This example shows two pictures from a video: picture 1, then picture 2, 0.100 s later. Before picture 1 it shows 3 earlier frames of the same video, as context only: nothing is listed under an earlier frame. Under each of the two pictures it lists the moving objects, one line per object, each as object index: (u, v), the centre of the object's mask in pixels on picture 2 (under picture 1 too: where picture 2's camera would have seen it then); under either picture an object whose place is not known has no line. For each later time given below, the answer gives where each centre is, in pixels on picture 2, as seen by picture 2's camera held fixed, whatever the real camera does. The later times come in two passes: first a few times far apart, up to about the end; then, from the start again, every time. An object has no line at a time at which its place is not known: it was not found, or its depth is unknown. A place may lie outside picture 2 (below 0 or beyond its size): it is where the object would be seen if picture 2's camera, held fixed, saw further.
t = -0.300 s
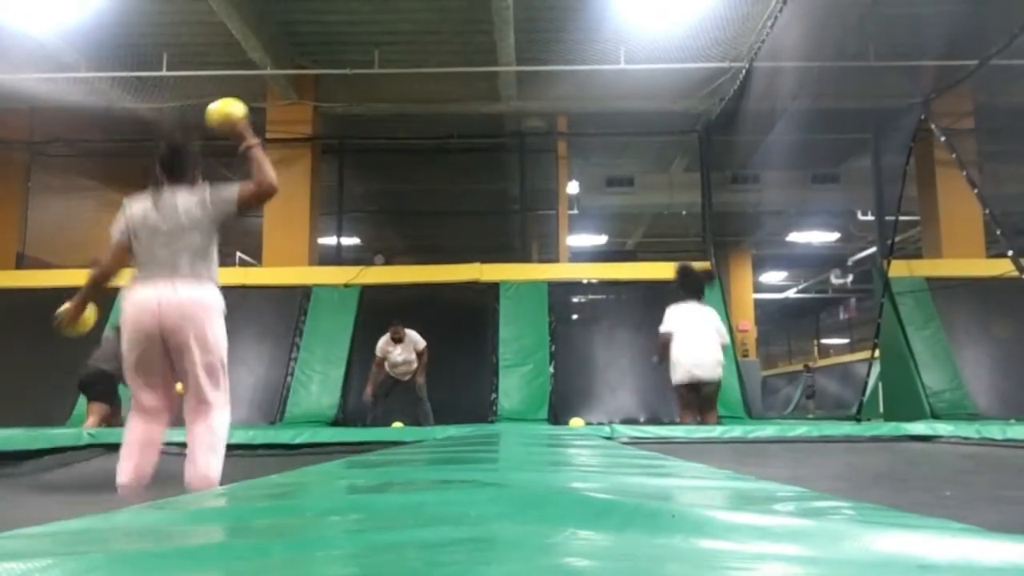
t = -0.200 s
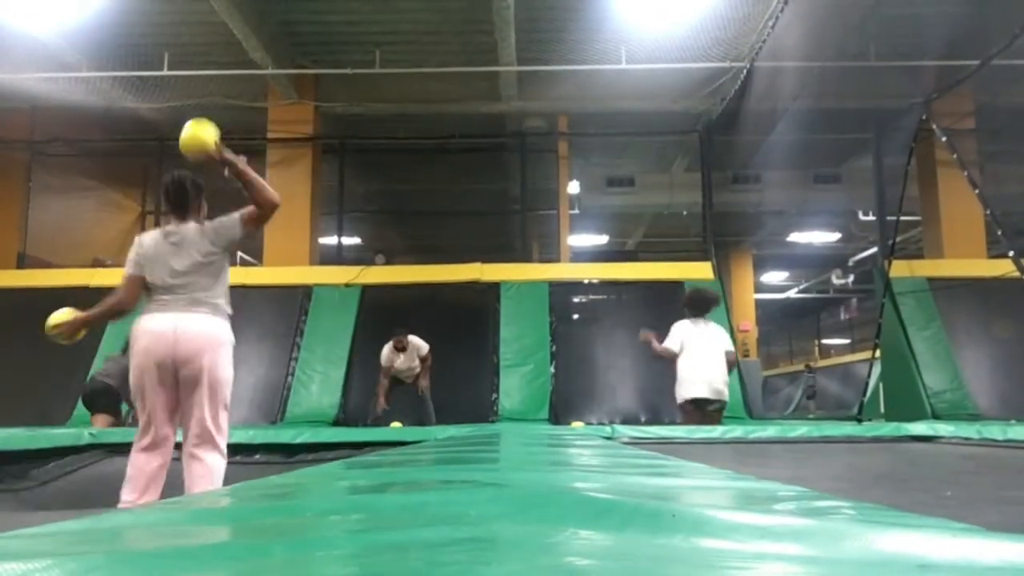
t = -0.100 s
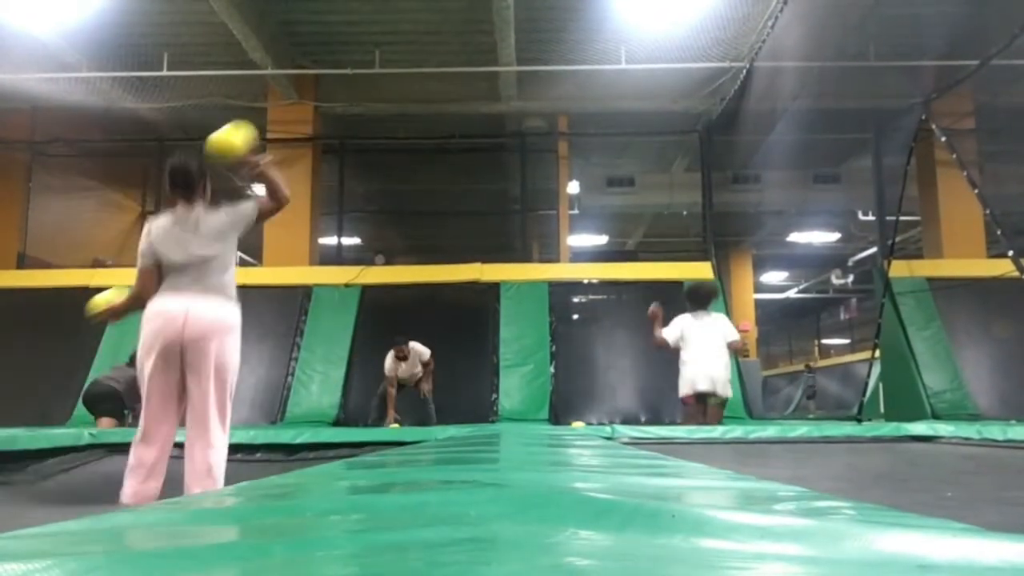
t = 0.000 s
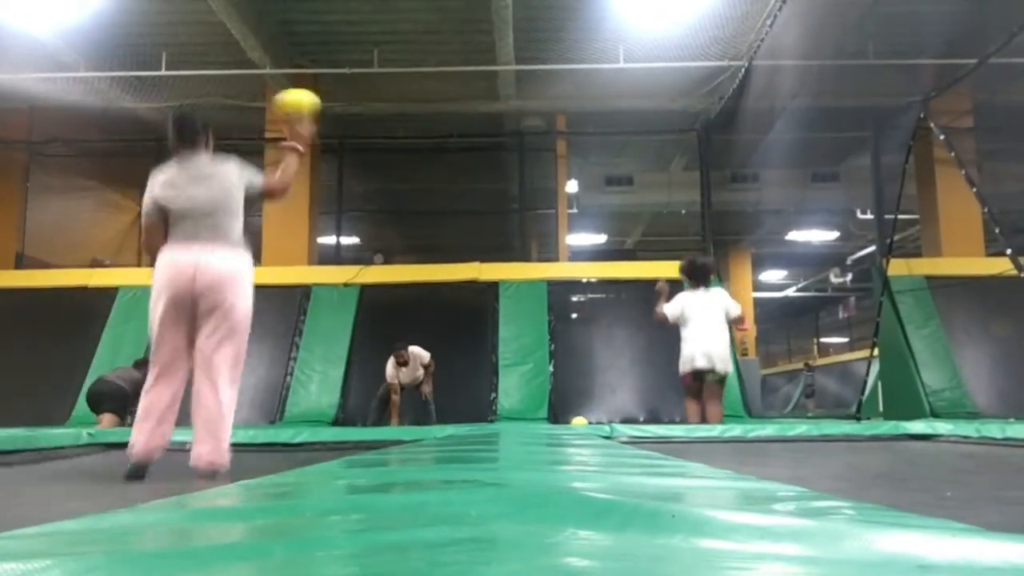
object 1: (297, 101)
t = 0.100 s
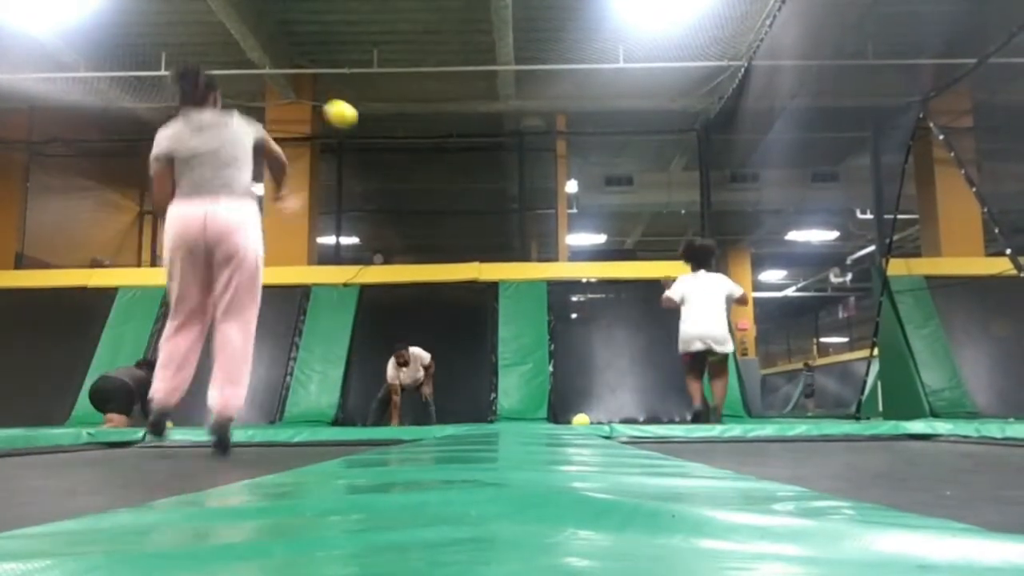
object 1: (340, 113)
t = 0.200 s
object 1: (366, 135)
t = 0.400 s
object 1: (404, 185)
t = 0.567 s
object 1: (425, 235)
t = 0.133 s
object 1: (350, 121)
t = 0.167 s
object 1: (359, 128)
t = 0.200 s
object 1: (366, 135)
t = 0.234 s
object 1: (373, 142)
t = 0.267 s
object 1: (380, 150)
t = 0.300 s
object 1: (387, 158)
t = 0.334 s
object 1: (393, 167)
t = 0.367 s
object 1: (399, 176)
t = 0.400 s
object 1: (404, 185)
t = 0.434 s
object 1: (408, 195)
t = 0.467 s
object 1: (413, 204)
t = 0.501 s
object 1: (417, 214)
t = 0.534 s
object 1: (421, 225)
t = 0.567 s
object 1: (425, 235)
